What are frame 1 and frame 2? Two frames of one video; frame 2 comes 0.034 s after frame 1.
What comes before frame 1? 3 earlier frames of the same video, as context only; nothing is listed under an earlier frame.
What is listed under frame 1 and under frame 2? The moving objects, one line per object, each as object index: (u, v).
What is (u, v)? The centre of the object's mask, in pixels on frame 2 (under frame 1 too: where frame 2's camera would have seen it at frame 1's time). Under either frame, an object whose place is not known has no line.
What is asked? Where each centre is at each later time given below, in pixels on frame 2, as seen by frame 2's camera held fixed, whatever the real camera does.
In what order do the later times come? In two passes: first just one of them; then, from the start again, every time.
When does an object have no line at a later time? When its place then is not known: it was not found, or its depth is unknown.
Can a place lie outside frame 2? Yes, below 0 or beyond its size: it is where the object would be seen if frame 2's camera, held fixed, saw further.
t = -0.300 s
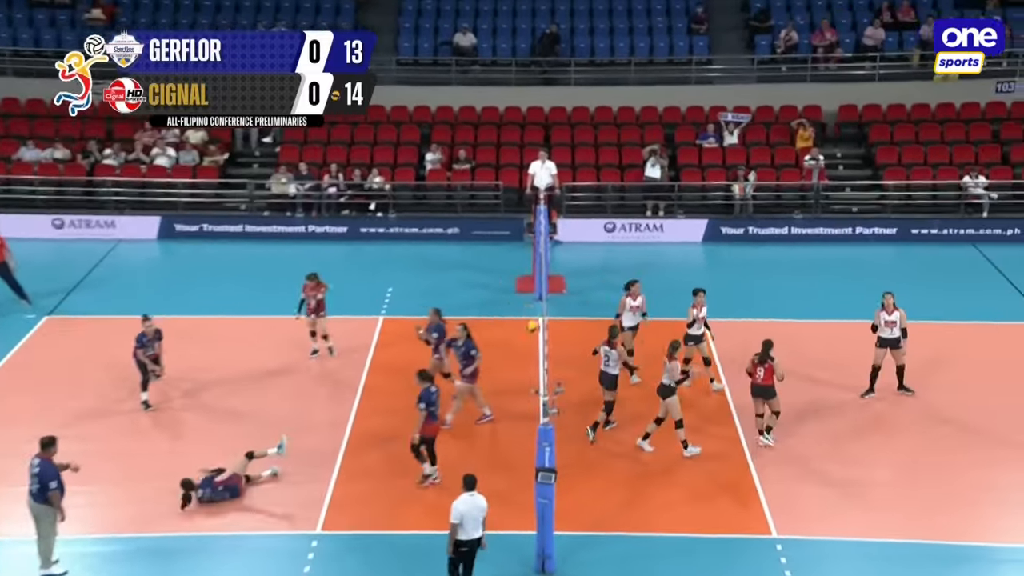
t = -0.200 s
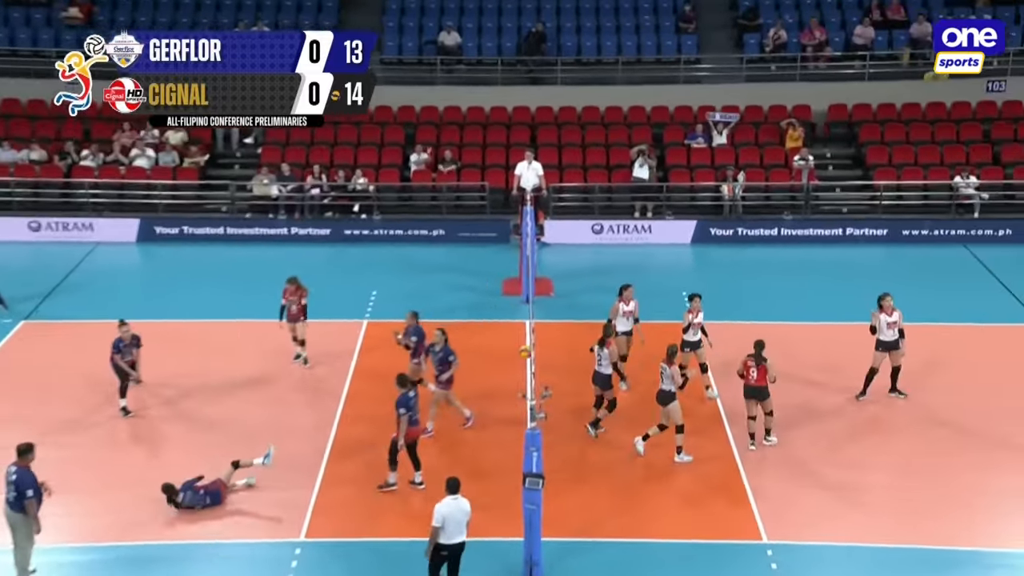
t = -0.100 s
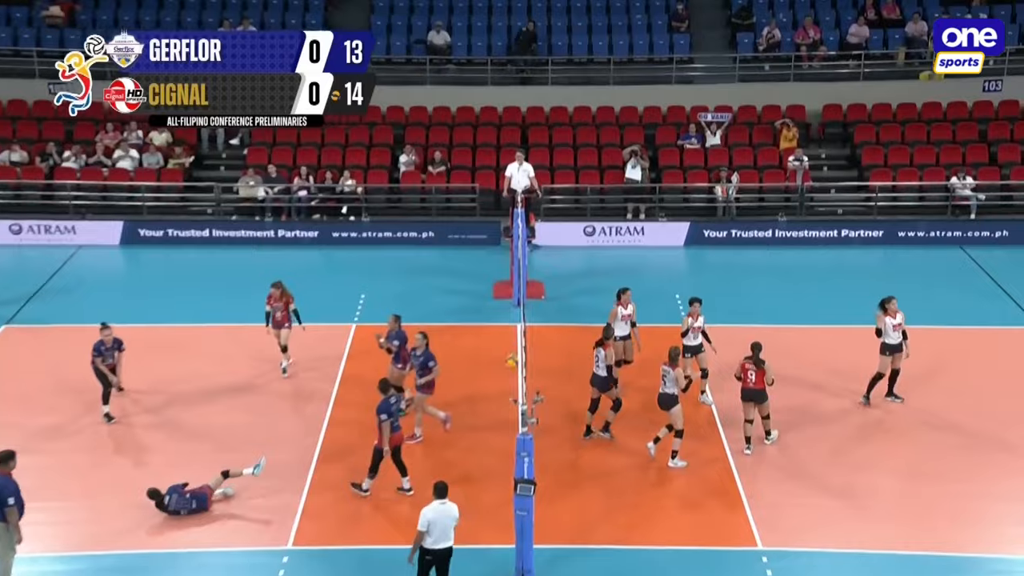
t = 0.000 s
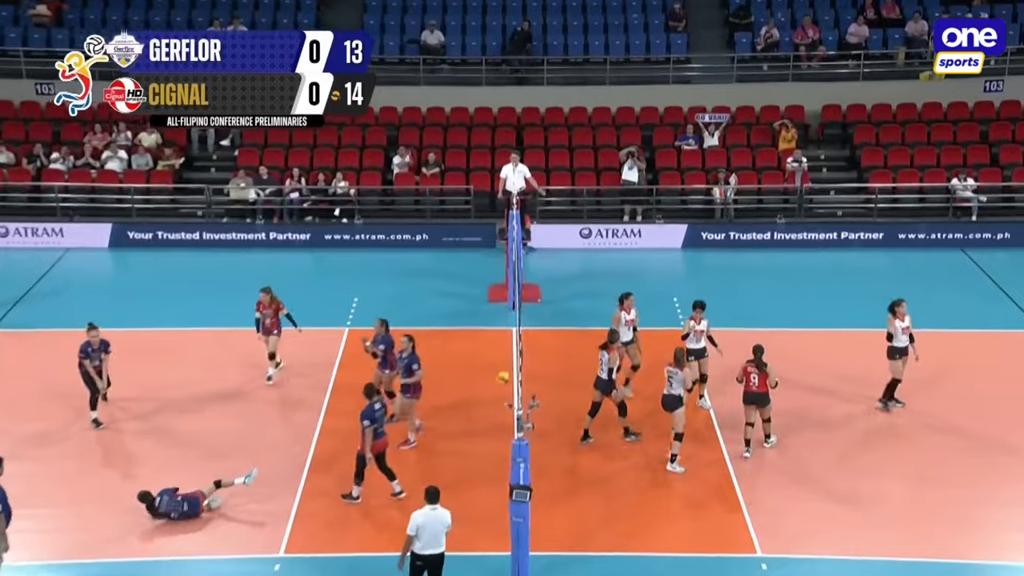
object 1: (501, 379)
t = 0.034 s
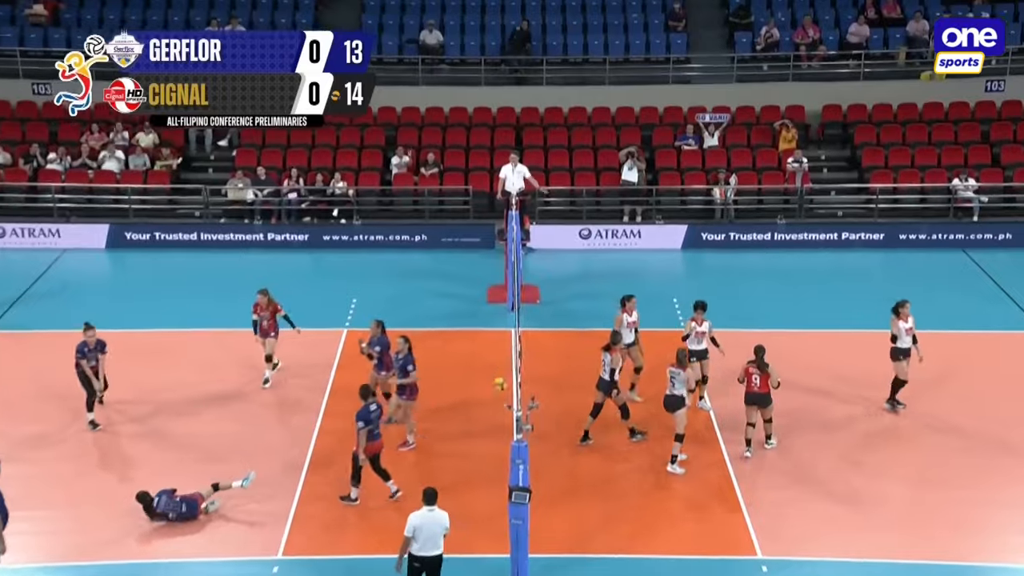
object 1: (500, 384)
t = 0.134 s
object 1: (495, 402)
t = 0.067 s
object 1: (499, 389)
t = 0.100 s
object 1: (497, 396)
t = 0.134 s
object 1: (495, 402)
